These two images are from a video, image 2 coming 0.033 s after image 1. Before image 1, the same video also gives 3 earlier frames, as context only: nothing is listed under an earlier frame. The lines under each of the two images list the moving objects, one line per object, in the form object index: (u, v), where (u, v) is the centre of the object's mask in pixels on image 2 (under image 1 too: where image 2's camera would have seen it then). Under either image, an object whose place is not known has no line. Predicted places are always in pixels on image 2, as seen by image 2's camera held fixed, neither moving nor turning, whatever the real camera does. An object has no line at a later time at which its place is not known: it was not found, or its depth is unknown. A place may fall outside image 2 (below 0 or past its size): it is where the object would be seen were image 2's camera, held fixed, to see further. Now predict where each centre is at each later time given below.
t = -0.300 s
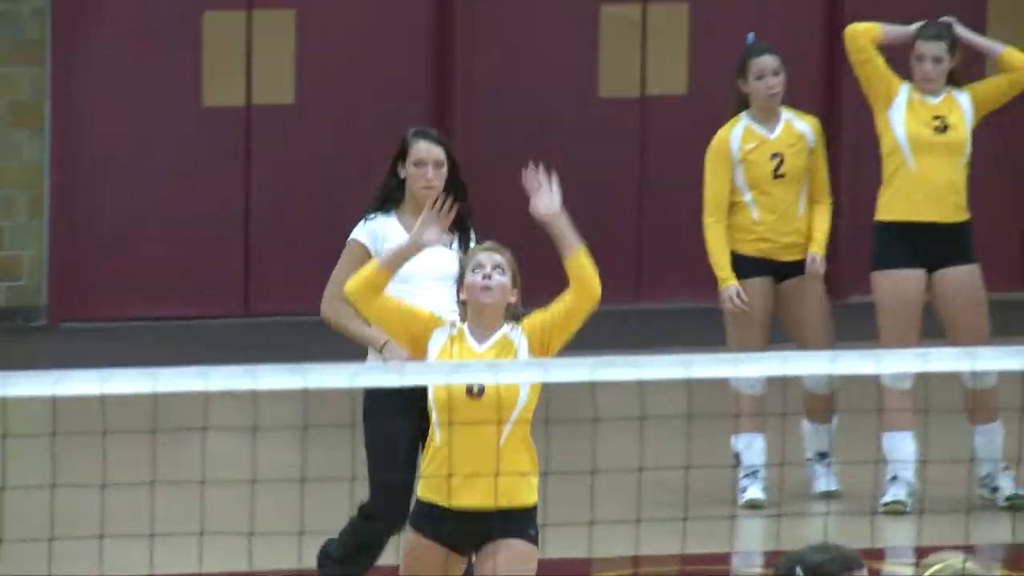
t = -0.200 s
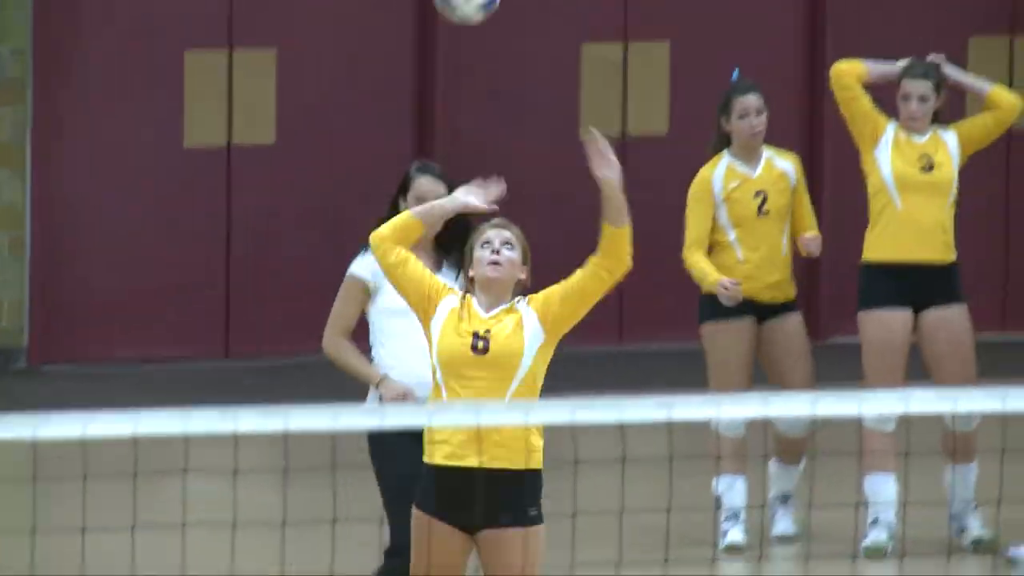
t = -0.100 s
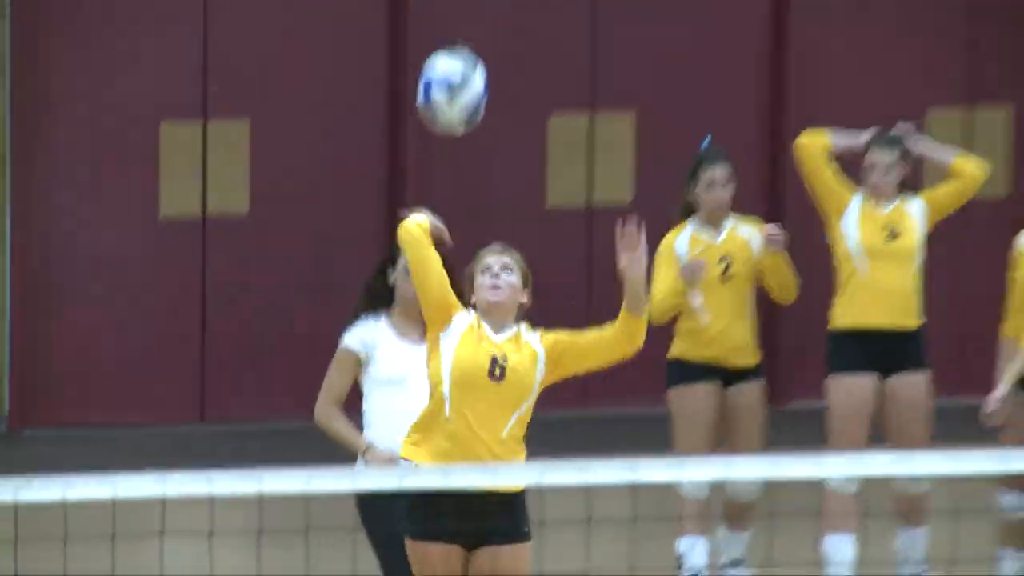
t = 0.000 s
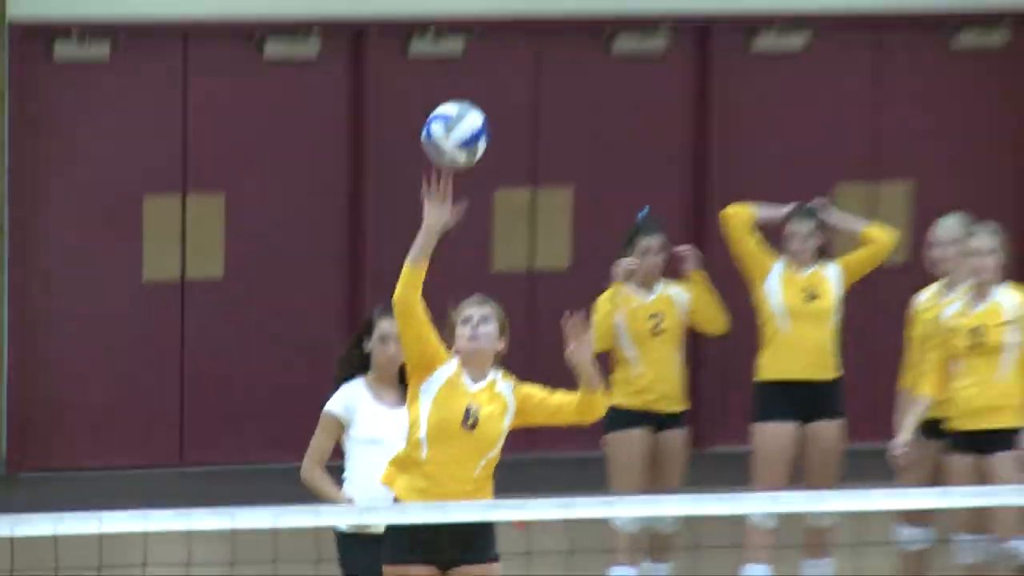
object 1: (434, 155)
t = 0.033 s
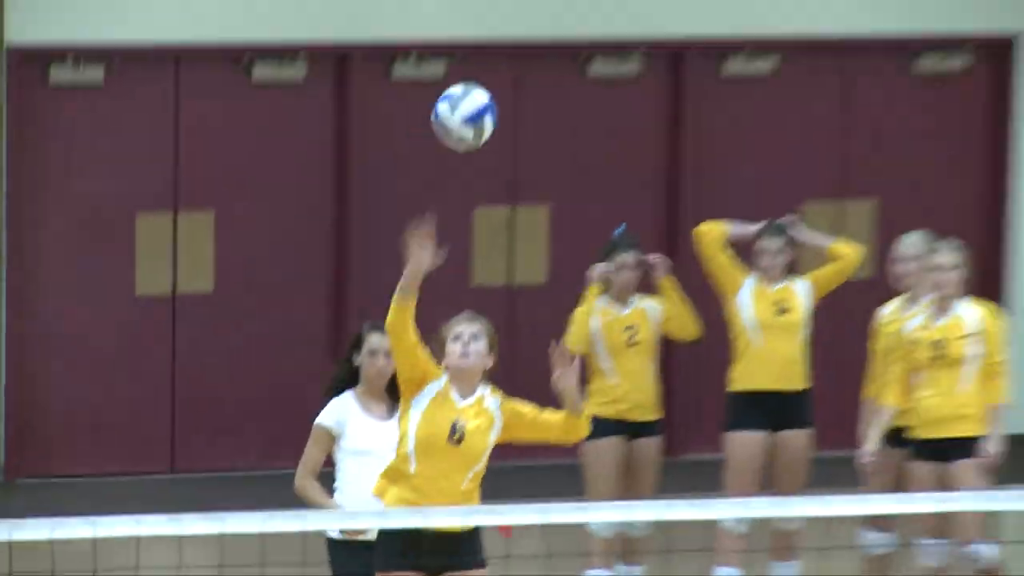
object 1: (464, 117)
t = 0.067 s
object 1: (493, 81)
